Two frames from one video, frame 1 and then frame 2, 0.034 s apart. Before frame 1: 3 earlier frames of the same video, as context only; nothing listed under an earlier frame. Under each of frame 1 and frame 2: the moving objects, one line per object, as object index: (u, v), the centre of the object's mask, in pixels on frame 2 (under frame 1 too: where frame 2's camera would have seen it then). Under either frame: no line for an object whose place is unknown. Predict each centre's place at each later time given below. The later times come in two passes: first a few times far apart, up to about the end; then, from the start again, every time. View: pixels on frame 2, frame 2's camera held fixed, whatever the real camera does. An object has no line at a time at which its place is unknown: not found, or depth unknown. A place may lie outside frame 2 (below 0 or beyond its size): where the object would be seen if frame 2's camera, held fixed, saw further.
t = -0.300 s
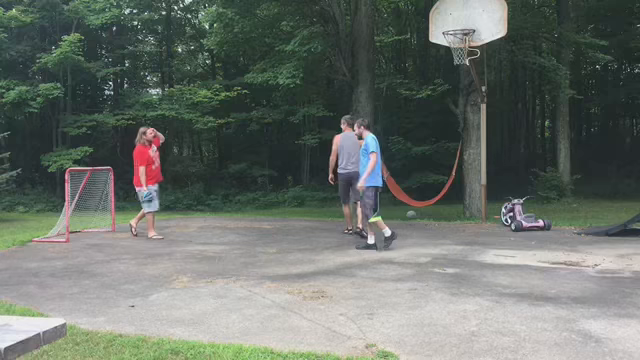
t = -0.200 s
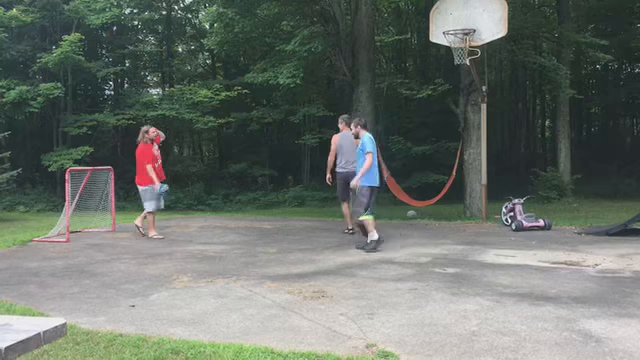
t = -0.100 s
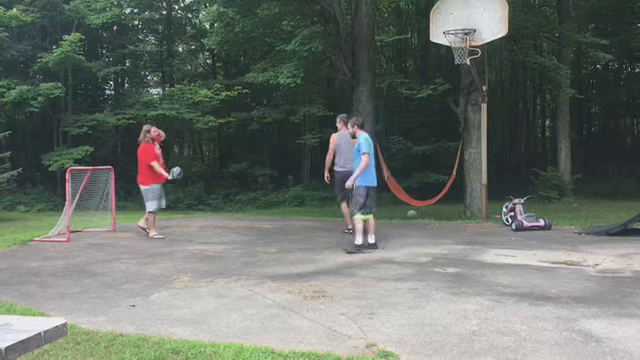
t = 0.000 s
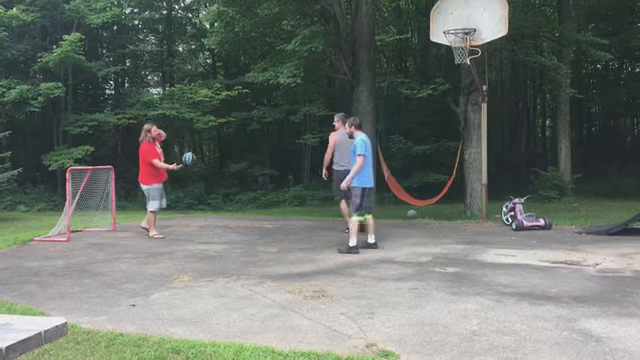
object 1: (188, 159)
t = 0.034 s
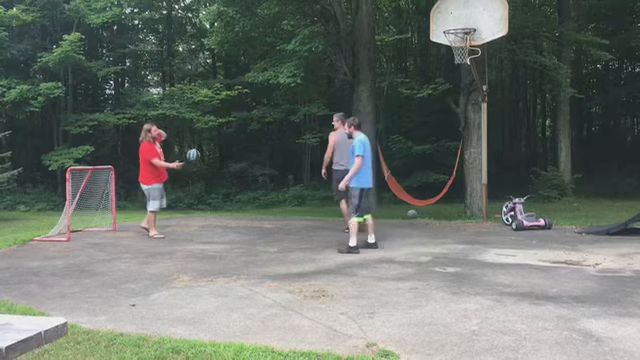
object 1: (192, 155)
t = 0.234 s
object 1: (219, 151)
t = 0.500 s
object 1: (256, 189)
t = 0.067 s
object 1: (197, 152)
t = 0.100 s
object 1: (201, 150)
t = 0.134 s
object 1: (206, 149)
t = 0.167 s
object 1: (210, 149)
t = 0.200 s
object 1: (214, 150)
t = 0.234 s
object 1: (219, 151)
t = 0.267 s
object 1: (223, 153)
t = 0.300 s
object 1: (228, 155)
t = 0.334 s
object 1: (232, 159)
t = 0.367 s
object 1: (237, 163)
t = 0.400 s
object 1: (242, 169)
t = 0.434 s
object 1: (247, 175)
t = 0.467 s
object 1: (251, 181)
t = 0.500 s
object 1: (256, 189)
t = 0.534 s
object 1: (261, 197)
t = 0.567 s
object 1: (266, 207)
